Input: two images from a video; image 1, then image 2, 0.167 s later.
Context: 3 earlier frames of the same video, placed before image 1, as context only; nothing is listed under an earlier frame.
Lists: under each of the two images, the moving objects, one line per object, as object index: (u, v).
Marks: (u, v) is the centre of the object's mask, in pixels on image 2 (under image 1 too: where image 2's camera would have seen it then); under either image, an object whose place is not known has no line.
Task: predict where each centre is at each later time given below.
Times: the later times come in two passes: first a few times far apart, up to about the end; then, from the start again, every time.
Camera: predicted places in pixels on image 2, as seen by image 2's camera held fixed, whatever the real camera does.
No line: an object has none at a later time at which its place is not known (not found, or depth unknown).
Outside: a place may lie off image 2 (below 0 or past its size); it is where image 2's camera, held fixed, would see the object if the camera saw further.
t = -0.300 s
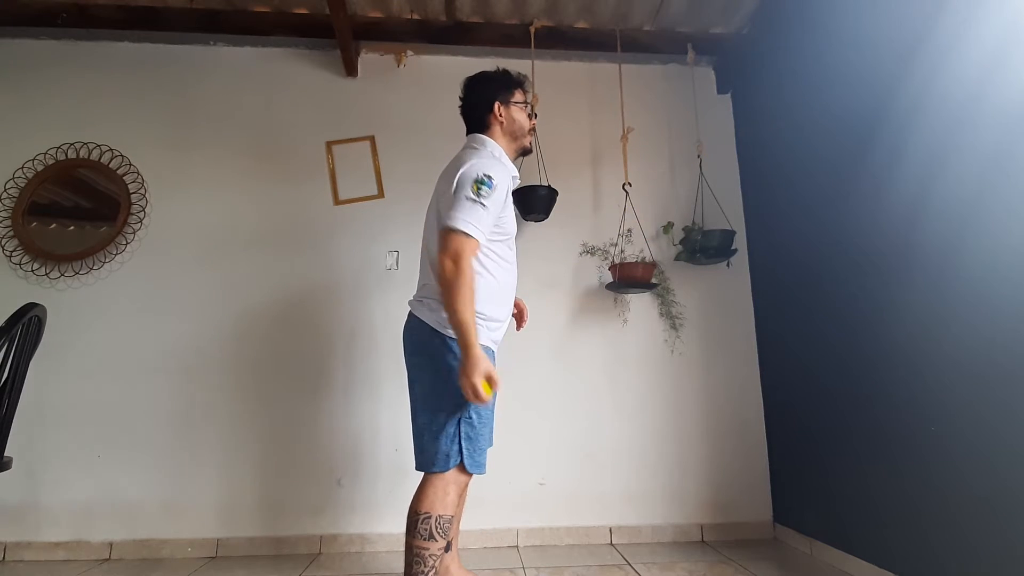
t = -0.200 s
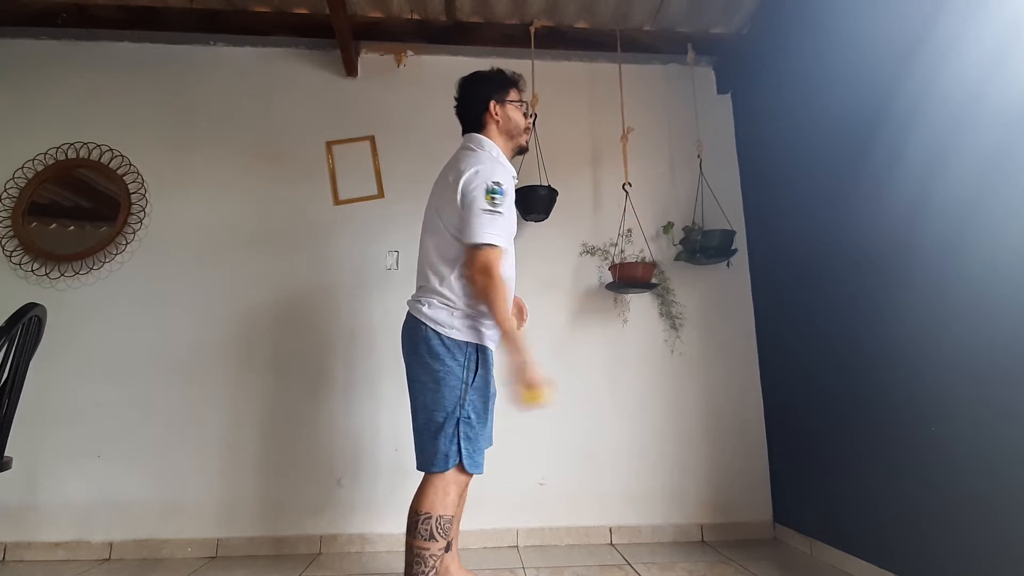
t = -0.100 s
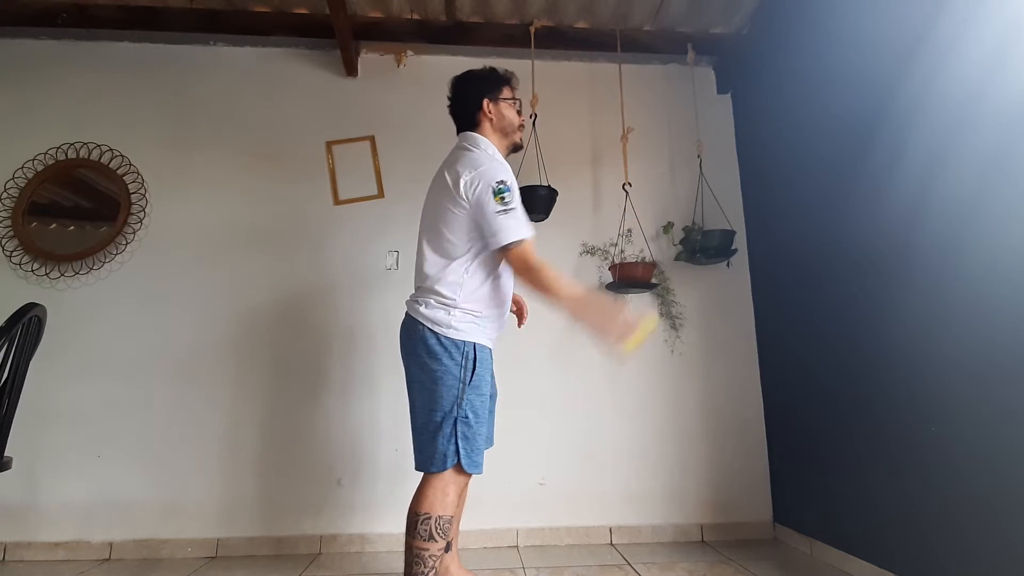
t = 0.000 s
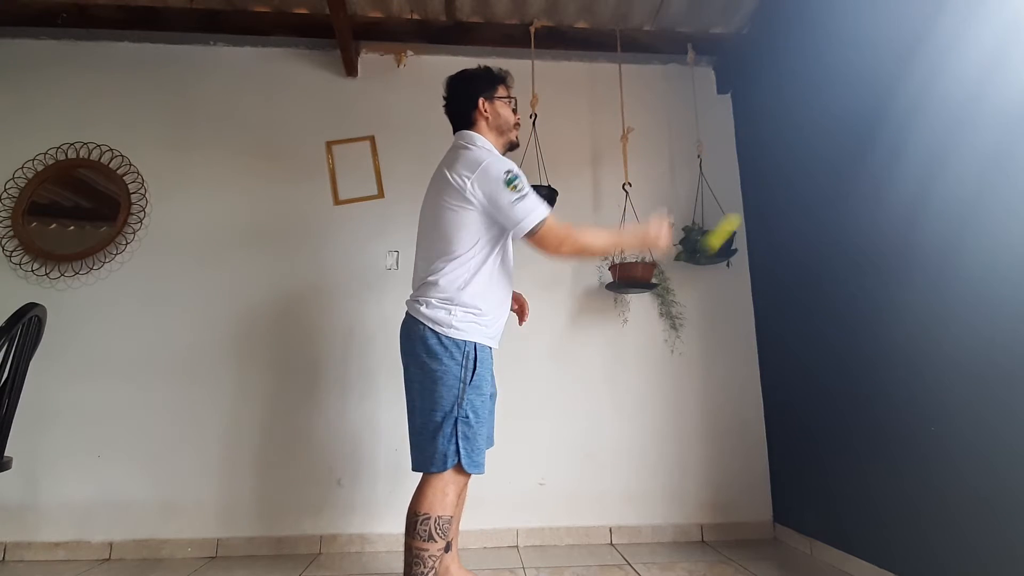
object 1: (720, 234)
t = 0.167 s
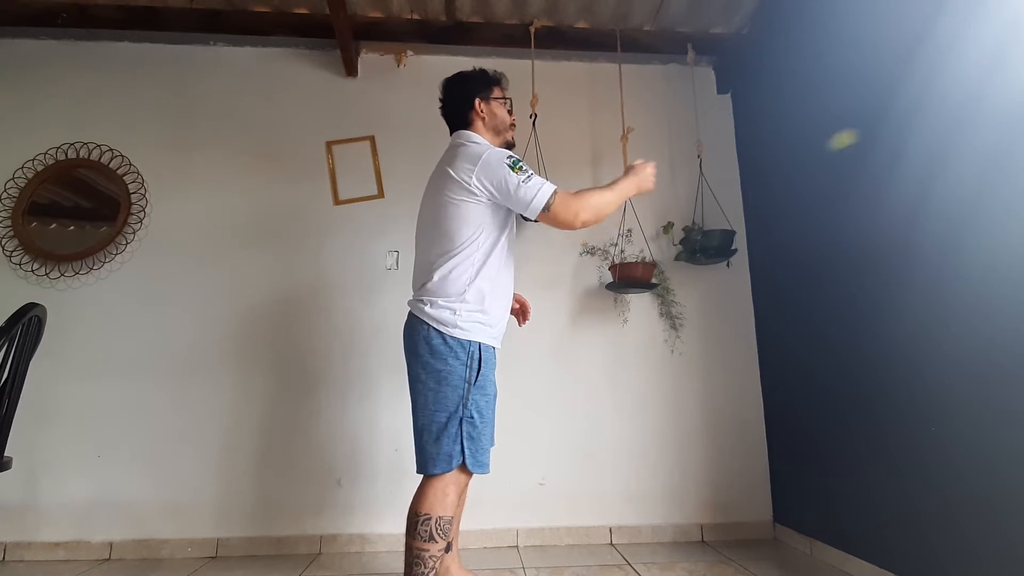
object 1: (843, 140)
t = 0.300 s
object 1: (774, 115)
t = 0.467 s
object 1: (668, 148)
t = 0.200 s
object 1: (839, 130)
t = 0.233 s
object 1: (817, 122)
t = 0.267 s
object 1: (795, 117)
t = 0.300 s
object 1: (774, 115)
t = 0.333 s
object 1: (752, 116)
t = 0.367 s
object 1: (733, 119)
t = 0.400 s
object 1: (711, 126)
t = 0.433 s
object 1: (690, 135)
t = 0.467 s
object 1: (668, 148)
